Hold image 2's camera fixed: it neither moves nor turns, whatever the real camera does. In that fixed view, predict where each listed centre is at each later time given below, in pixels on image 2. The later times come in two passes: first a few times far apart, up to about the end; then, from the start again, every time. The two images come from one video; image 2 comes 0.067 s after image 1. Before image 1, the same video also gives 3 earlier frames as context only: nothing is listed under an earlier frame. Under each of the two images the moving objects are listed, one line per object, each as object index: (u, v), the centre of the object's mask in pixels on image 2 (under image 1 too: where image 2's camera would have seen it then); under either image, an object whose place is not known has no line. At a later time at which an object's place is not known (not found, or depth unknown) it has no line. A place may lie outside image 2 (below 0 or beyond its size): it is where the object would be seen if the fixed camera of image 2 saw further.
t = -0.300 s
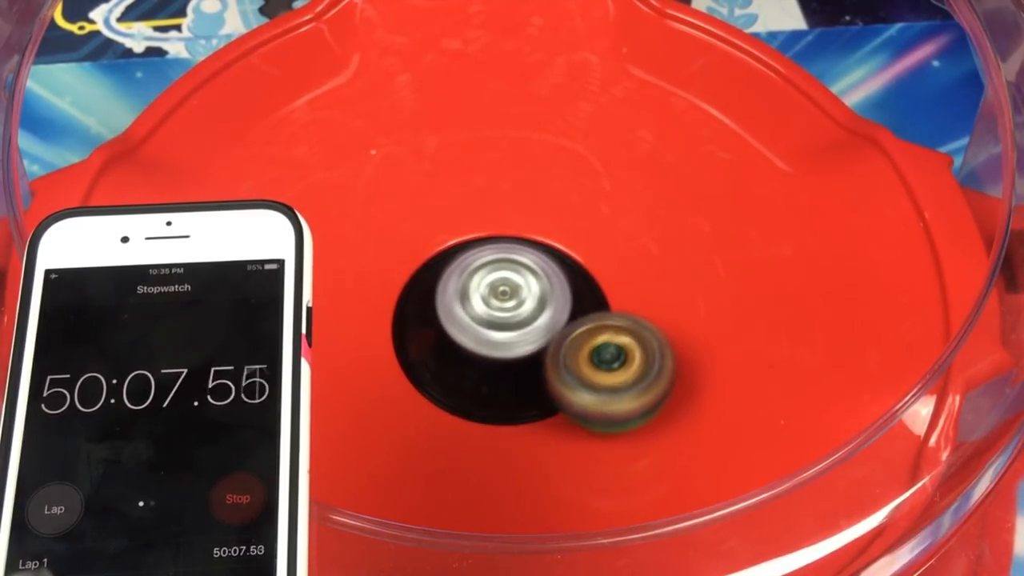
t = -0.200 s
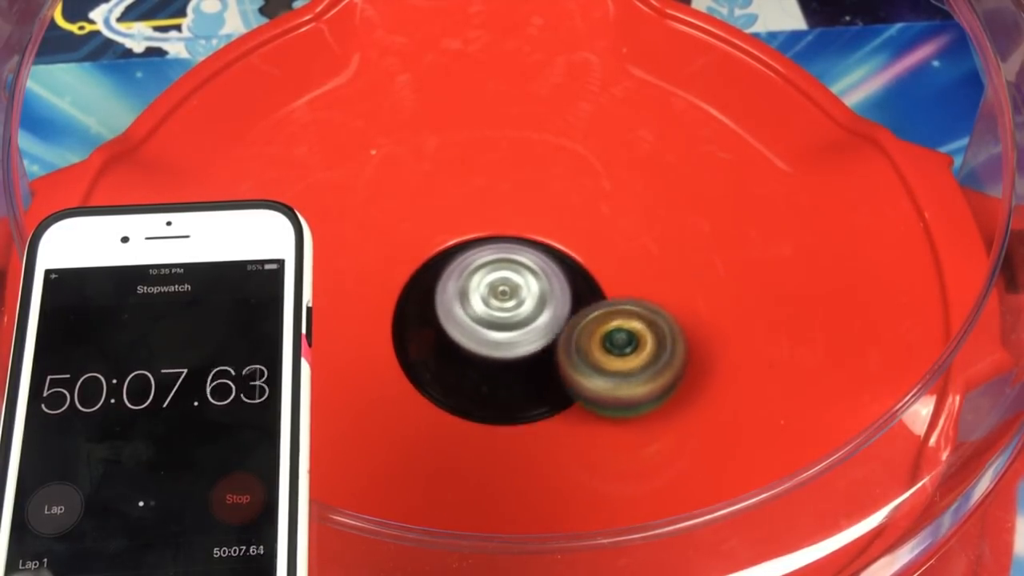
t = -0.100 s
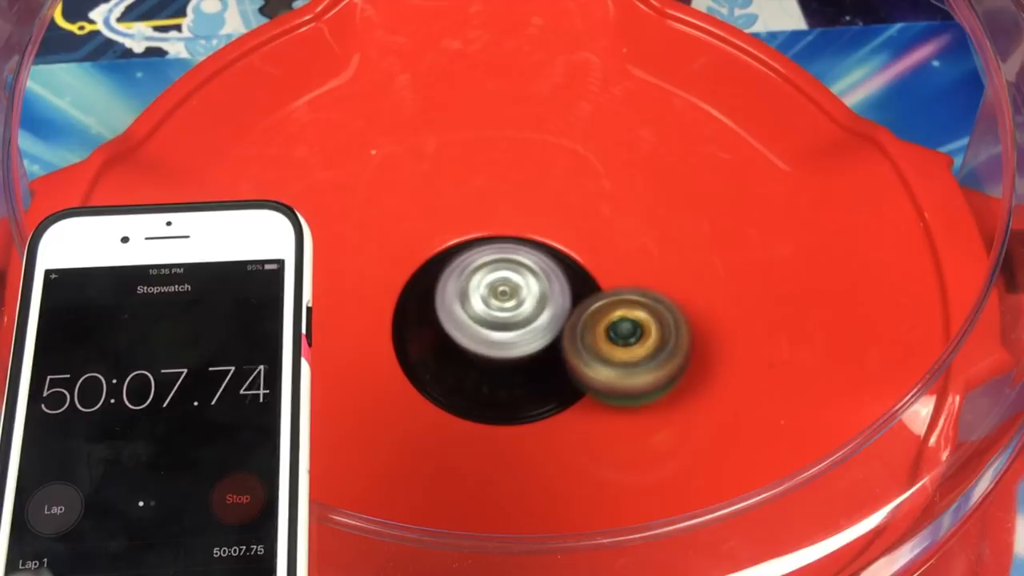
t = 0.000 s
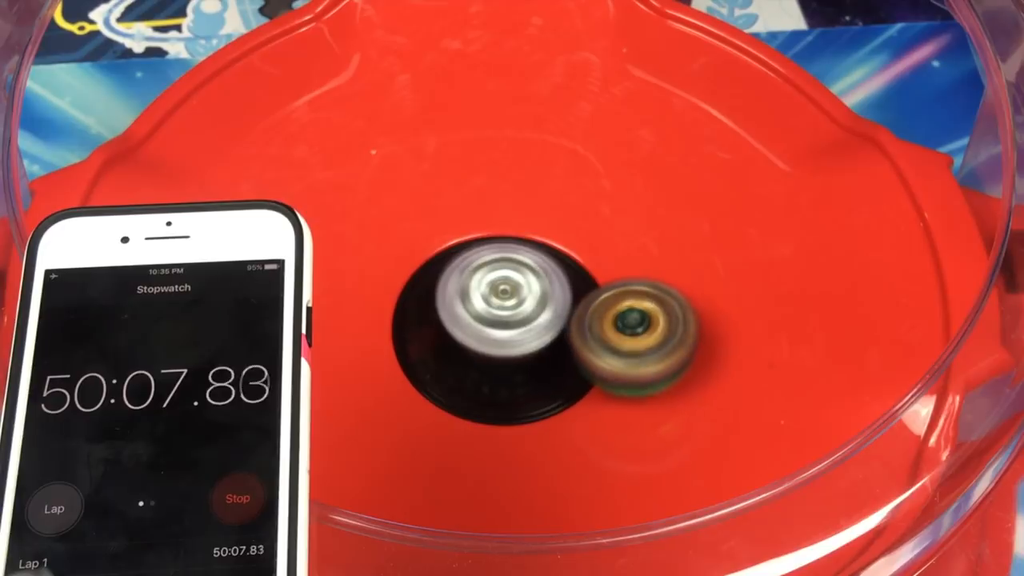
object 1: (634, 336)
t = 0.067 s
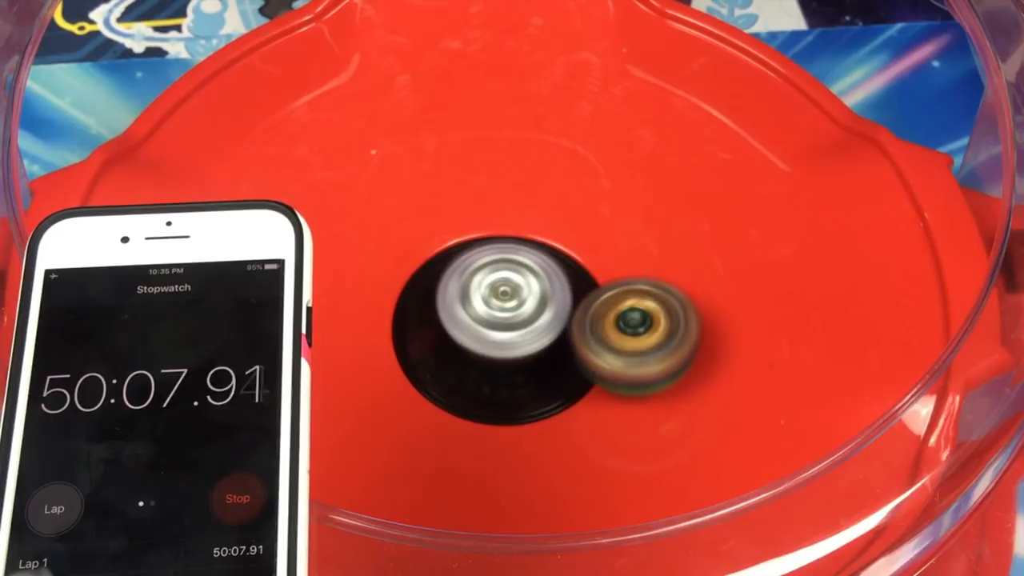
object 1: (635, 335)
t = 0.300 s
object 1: (641, 315)
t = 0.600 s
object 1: (643, 325)
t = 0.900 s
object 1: (641, 357)
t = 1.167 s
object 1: (627, 351)
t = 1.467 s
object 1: (619, 357)
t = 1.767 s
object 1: (622, 380)
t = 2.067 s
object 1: (600, 384)
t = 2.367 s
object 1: (575, 409)
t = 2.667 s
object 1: (516, 419)
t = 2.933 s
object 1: (480, 415)
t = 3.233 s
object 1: (433, 396)
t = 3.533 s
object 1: (416, 382)
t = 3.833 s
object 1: (419, 384)
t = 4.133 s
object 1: (425, 388)
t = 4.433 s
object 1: (435, 396)
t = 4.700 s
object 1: (444, 417)
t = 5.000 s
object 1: (483, 411)
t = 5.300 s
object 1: (507, 418)
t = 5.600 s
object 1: (550, 407)
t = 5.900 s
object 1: (593, 390)
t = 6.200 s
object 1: (617, 359)
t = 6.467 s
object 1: (634, 351)
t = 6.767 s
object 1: (644, 334)
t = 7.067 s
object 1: (639, 319)
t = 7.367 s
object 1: (638, 307)
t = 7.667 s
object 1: (647, 329)
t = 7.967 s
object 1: (638, 335)
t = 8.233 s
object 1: (642, 339)
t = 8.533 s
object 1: (633, 335)
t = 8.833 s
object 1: (634, 349)
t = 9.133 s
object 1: (617, 372)
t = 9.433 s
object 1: (596, 399)
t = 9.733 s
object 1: (570, 399)
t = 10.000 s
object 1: (573, 397)
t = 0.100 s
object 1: (632, 332)
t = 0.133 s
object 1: (636, 329)
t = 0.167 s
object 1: (641, 327)
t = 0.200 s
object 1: (644, 325)
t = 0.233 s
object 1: (645, 322)
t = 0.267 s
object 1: (644, 318)
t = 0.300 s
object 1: (641, 315)
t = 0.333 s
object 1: (638, 311)
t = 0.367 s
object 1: (638, 309)
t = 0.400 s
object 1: (640, 310)
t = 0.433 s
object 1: (639, 311)
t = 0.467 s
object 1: (643, 314)
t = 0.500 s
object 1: (643, 315)
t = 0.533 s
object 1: (640, 316)
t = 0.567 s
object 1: (639, 317)
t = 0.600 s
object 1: (643, 325)
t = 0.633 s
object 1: (642, 330)
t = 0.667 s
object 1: (637, 335)
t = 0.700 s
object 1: (631, 336)
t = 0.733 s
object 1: (630, 338)
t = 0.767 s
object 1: (626, 340)
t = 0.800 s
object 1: (627, 342)
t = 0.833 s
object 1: (636, 348)
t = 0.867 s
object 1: (640, 353)
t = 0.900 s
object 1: (641, 357)
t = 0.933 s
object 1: (640, 358)
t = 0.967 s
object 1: (637, 358)
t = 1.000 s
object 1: (634, 357)
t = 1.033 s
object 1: (629, 355)
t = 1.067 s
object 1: (624, 352)
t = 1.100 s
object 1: (624, 351)
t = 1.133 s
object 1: (627, 352)
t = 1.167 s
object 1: (627, 351)
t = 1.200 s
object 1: (625, 350)
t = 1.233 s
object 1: (624, 349)
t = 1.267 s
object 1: (628, 353)
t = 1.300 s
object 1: (631, 358)
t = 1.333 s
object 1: (630, 360)
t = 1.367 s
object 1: (627, 361)
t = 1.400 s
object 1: (623, 360)
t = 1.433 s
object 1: (619, 358)
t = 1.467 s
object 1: (619, 357)
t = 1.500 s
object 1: (624, 361)
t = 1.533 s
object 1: (627, 363)
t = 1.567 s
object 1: (626, 363)
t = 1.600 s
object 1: (624, 363)
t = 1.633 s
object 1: (621, 361)
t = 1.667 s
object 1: (616, 359)
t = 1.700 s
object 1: (614, 360)
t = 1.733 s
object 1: (619, 371)
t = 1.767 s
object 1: (622, 380)
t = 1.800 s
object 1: (622, 385)
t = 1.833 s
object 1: (619, 388)
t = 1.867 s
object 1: (615, 388)
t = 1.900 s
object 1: (611, 387)
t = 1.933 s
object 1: (606, 385)
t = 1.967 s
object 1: (601, 382)
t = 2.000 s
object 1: (598, 380)
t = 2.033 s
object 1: (600, 382)
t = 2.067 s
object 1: (600, 384)
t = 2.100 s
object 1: (600, 384)
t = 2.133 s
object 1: (598, 382)
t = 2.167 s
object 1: (596, 381)
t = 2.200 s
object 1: (595, 382)
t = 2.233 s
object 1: (596, 397)
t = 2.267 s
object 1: (593, 405)
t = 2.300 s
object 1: (587, 410)
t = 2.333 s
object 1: (581, 411)
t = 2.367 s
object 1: (575, 409)
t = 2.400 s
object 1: (569, 405)
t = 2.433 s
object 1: (562, 401)
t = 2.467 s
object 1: (558, 400)
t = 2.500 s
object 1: (553, 414)
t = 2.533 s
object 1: (546, 422)
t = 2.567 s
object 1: (538, 425)
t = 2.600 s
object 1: (530, 426)
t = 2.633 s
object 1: (523, 423)
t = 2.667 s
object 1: (516, 419)
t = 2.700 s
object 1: (512, 413)
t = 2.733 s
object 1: (508, 409)
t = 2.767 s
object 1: (503, 410)
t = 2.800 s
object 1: (498, 417)
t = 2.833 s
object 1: (491, 420)
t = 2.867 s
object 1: (486, 421)
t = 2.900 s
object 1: (482, 419)
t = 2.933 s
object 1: (480, 415)
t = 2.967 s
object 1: (478, 411)
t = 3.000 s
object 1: (471, 411)
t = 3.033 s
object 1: (463, 410)
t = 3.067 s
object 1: (456, 407)
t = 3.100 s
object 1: (453, 402)
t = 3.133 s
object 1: (448, 400)
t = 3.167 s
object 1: (443, 398)
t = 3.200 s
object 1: (438, 397)
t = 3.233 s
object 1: (433, 396)
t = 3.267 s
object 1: (431, 394)
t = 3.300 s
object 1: (427, 392)
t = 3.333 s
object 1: (420, 393)
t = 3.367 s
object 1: (417, 392)
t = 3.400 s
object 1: (415, 390)
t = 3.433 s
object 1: (416, 387)
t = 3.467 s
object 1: (418, 384)
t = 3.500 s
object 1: (417, 384)
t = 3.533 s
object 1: (416, 382)
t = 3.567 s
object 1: (417, 380)
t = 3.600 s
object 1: (414, 383)
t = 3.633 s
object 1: (408, 388)
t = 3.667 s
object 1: (404, 389)
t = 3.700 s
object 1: (404, 388)
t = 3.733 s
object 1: (407, 387)
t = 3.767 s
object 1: (411, 385)
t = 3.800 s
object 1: (417, 383)
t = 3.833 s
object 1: (419, 384)
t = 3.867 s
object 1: (418, 387)
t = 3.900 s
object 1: (418, 388)
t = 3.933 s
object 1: (419, 388)
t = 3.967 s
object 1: (417, 390)
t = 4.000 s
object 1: (418, 390)
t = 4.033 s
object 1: (421, 389)
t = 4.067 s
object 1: (426, 387)
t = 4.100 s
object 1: (425, 388)
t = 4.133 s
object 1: (425, 388)
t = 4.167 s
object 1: (424, 388)
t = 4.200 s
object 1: (423, 390)
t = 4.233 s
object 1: (418, 394)
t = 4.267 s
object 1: (418, 395)
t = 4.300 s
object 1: (420, 395)
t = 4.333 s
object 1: (424, 394)
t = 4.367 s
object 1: (429, 392)
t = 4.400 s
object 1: (434, 392)
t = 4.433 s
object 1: (435, 396)
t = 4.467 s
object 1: (435, 399)
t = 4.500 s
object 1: (437, 400)
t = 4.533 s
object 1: (441, 399)
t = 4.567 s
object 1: (444, 399)
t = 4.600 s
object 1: (445, 399)
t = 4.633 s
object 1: (448, 399)
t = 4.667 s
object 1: (449, 405)
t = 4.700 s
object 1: (444, 417)
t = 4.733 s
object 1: (442, 423)
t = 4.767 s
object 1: (442, 427)
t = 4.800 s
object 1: (445, 427)
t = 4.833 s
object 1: (450, 427)
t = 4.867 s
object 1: (455, 425)
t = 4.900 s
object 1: (462, 422)
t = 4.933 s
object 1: (470, 417)
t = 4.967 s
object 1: (478, 412)
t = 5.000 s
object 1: (483, 411)
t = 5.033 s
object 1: (478, 422)
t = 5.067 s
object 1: (476, 426)
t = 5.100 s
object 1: (477, 426)
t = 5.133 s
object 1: (479, 424)
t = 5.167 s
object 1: (484, 421)
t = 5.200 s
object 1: (490, 418)
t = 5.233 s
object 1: (496, 414)
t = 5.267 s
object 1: (502, 413)
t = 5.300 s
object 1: (507, 418)
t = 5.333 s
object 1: (510, 421)
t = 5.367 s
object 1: (513, 421)
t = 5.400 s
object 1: (518, 418)
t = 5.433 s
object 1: (524, 414)
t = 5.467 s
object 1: (529, 410)
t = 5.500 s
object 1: (536, 408)
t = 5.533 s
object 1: (542, 408)
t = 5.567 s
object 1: (547, 409)
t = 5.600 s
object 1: (550, 407)
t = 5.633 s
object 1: (555, 405)
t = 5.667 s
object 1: (563, 406)
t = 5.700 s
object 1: (568, 405)
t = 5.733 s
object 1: (573, 402)
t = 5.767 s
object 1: (578, 397)
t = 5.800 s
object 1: (582, 392)
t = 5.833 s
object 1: (585, 392)
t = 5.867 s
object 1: (590, 392)
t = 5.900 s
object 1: (593, 390)
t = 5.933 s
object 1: (596, 386)
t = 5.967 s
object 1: (598, 382)
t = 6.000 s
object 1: (601, 378)
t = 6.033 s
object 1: (605, 374)
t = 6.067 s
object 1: (608, 371)
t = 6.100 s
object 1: (611, 368)
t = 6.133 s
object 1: (613, 365)
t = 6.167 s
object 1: (614, 361)
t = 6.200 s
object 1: (617, 359)
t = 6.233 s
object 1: (619, 358)
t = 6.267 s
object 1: (620, 358)
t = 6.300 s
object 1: (621, 358)
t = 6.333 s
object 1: (630, 359)
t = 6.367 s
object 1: (635, 358)
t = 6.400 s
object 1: (637, 358)
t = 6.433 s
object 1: (636, 355)
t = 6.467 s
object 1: (634, 351)
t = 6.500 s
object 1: (630, 347)
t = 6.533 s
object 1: (627, 341)
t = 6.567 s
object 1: (629, 338)
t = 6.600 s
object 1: (630, 335)
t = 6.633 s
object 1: (631, 333)
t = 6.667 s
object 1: (632, 333)
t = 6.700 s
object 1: (632, 333)
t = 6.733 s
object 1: (638, 334)
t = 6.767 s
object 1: (644, 334)
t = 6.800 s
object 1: (647, 334)
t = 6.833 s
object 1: (646, 333)
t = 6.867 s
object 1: (644, 329)
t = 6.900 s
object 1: (640, 325)
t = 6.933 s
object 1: (636, 321)
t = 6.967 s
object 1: (634, 318)
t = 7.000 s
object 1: (637, 319)
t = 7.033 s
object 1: (638, 320)
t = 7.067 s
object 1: (639, 319)
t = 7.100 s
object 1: (640, 318)
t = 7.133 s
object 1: (645, 317)
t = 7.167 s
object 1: (647, 316)
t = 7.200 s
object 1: (646, 314)
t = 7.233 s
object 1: (643, 311)
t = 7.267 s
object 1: (639, 307)
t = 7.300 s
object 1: (635, 304)
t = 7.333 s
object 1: (638, 305)
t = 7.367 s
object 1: (638, 307)
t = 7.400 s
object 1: (638, 309)
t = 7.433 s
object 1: (643, 312)
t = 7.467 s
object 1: (643, 313)
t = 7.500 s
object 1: (640, 315)
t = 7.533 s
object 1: (638, 319)
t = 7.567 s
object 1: (633, 321)
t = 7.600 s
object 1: (635, 323)
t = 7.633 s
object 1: (643, 326)
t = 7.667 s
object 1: (647, 329)
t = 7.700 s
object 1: (648, 331)
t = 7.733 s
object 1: (646, 332)
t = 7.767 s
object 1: (642, 331)
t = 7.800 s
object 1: (637, 329)
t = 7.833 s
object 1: (633, 328)
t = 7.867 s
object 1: (631, 329)
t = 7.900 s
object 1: (631, 330)
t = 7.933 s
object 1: (633, 332)
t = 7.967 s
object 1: (638, 335)
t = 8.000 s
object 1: (641, 338)
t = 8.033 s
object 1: (641, 340)
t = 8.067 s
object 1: (639, 340)
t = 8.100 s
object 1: (636, 338)
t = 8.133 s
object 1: (632, 336)
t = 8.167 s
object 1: (633, 335)
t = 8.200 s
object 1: (639, 337)
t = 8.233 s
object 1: (642, 339)
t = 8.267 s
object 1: (642, 340)
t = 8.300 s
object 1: (640, 338)
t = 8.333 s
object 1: (637, 337)
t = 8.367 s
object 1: (633, 335)
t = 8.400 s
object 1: (629, 333)
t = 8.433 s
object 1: (630, 333)
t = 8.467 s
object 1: (631, 333)
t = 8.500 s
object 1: (632, 335)
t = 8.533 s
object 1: (633, 335)
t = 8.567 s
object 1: (632, 335)
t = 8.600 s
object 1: (636, 338)
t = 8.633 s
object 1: (637, 340)
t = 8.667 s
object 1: (636, 341)
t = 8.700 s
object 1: (633, 339)
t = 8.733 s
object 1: (629, 337)
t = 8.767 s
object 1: (627, 336)
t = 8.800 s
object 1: (629, 342)
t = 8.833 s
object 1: (634, 349)
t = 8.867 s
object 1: (637, 354)
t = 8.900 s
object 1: (636, 356)
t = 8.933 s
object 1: (634, 357)
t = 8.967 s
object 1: (631, 356)
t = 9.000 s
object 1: (627, 354)
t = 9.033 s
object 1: (622, 353)
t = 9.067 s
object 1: (617, 358)
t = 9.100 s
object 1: (612, 362)
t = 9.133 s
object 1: (617, 372)
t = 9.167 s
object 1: (627, 385)
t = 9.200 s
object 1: (631, 395)
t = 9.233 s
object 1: (631, 403)
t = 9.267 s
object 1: (629, 408)
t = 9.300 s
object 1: (624, 410)
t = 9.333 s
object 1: (618, 409)
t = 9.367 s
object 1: (611, 408)
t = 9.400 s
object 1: (603, 404)
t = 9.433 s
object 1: (596, 399)
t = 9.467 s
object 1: (587, 392)
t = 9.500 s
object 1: (581, 387)
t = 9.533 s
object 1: (581, 390)
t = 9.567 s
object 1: (579, 391)
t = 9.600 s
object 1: (579, 395)
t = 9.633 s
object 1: (578, 400)
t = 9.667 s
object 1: (576, 402)
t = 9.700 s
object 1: (573, 401)
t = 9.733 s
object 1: (570, 399)
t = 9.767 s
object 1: (568, 397)
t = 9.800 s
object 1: (571, 401)
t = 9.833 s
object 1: (573, 404)
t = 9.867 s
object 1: (573, 404)
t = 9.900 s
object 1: (574, 404)
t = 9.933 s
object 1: (574, 403)
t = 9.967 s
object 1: (574, 400)
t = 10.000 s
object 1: (573, 397)
